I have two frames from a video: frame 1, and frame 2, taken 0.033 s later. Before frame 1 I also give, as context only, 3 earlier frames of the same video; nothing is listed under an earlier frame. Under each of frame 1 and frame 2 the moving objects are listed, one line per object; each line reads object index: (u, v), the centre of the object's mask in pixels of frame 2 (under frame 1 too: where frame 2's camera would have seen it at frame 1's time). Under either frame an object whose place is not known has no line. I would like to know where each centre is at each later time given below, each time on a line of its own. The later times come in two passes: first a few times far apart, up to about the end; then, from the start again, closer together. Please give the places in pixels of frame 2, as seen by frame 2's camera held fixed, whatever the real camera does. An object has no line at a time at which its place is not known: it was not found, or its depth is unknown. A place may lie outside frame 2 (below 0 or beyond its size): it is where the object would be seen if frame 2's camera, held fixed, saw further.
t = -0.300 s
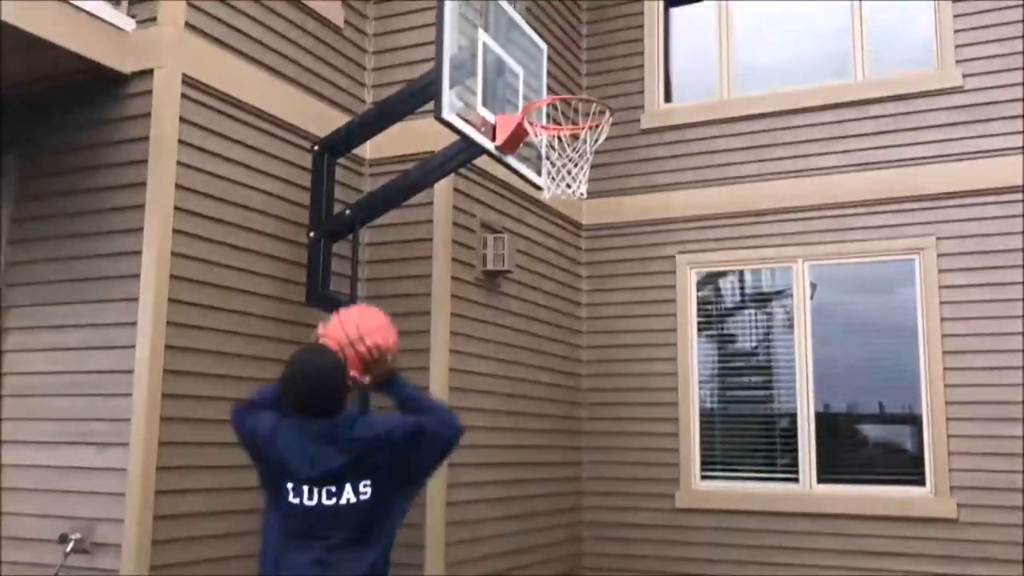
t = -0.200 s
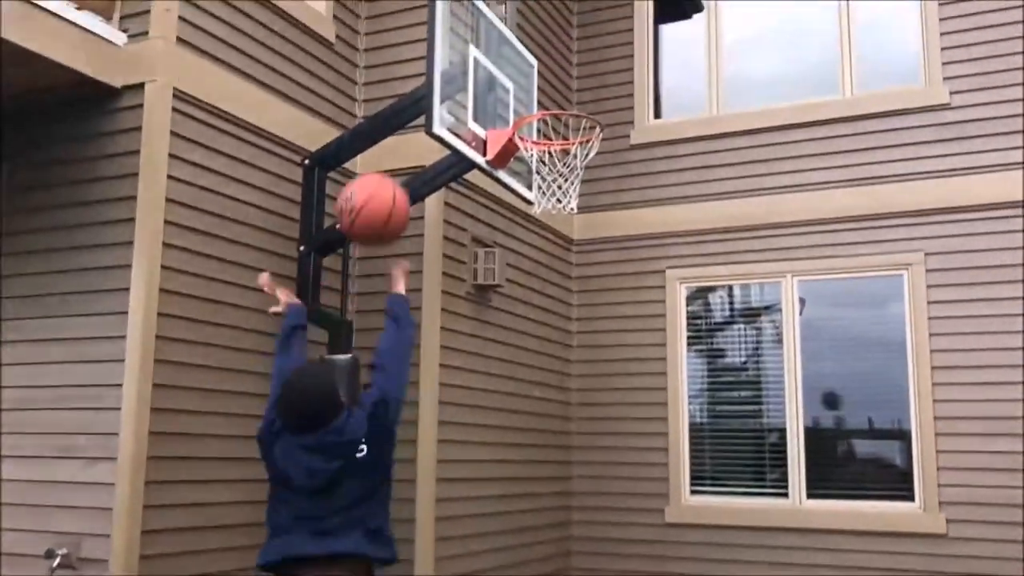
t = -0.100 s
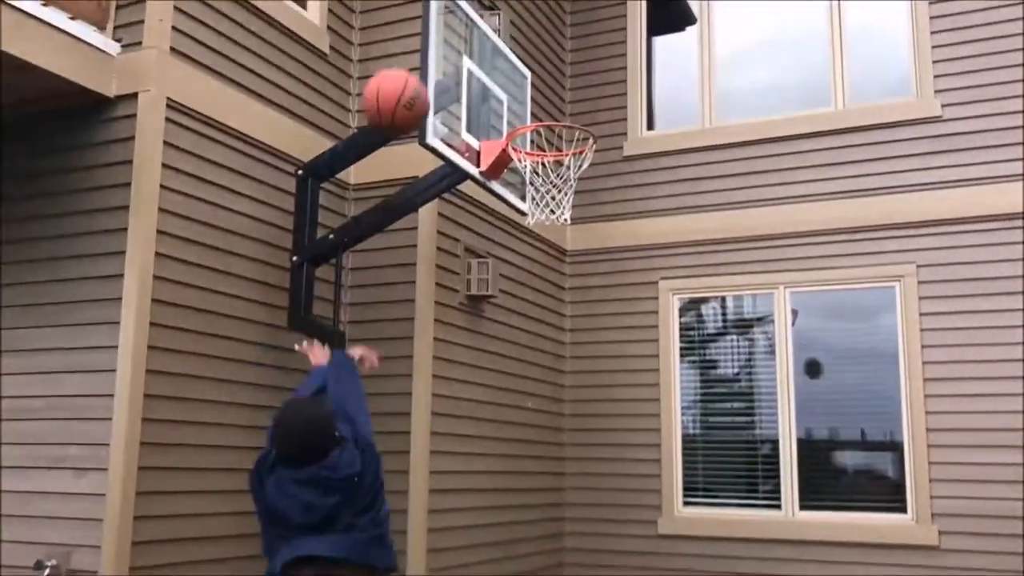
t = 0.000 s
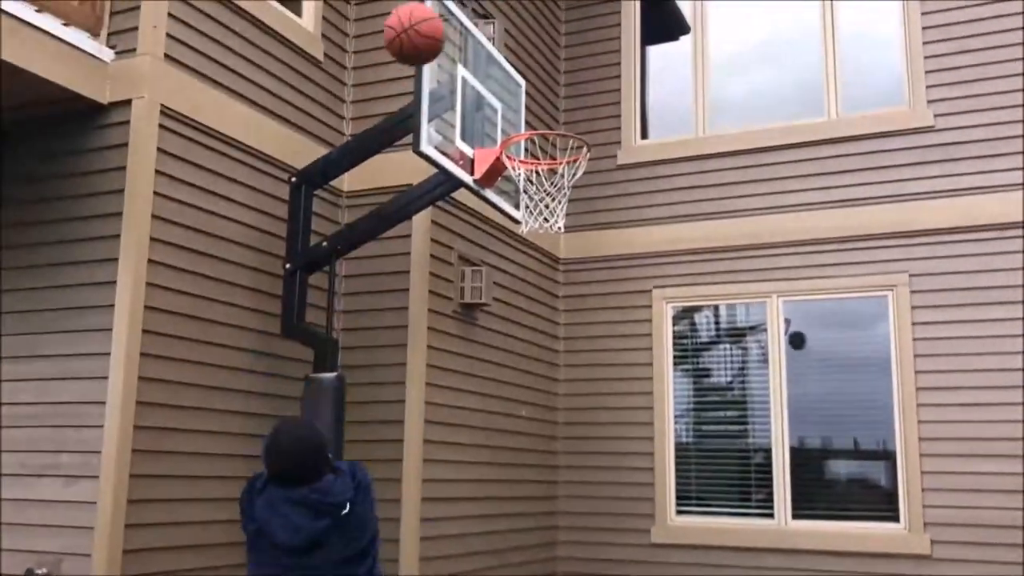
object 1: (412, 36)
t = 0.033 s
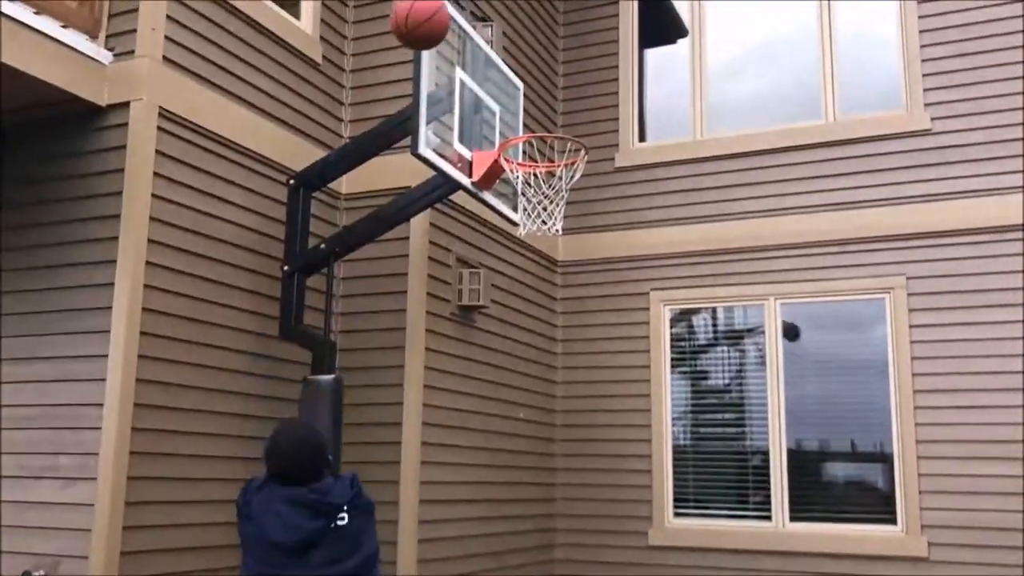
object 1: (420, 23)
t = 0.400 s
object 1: (479, 2)
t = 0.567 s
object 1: (498, 66)
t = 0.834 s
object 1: (523, 153)
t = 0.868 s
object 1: (525, 155)
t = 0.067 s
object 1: (427, 14)
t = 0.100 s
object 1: (433, 8)
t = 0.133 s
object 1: (440, 3)
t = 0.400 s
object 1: (479, 2)
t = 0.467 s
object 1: (487, 21)
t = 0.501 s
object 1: (491, 34)
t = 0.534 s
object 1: (494, 50)
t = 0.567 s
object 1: (498, 66)
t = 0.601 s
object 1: (501, 85)
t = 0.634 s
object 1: (504, 104)
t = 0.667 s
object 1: (506, 123)
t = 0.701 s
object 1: (511, 142)
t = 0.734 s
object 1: (522, 152)
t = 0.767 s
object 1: (522, 151)
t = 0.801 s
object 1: (523, 152)
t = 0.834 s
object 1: (523, 153)
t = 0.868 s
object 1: (525, 155)
